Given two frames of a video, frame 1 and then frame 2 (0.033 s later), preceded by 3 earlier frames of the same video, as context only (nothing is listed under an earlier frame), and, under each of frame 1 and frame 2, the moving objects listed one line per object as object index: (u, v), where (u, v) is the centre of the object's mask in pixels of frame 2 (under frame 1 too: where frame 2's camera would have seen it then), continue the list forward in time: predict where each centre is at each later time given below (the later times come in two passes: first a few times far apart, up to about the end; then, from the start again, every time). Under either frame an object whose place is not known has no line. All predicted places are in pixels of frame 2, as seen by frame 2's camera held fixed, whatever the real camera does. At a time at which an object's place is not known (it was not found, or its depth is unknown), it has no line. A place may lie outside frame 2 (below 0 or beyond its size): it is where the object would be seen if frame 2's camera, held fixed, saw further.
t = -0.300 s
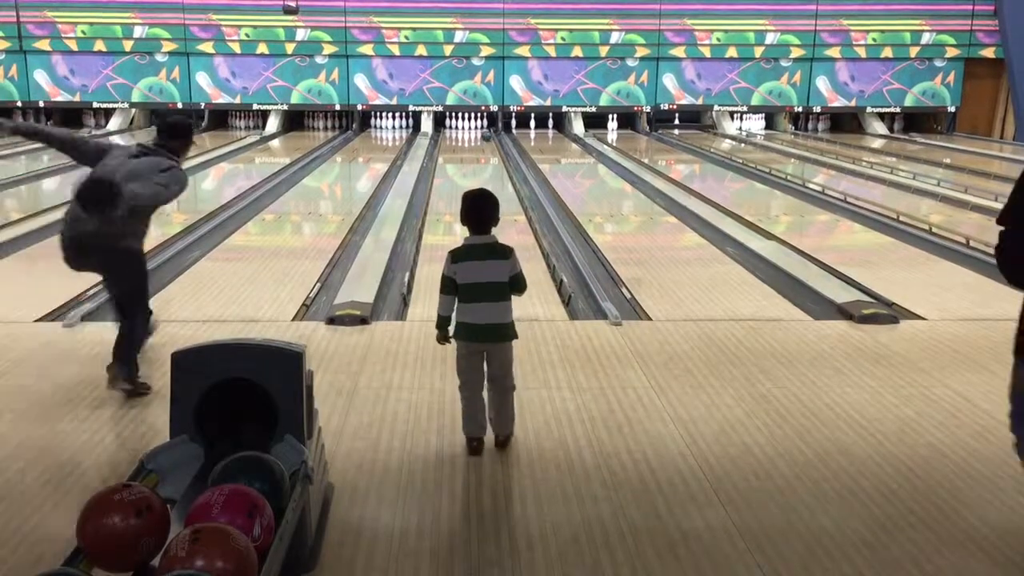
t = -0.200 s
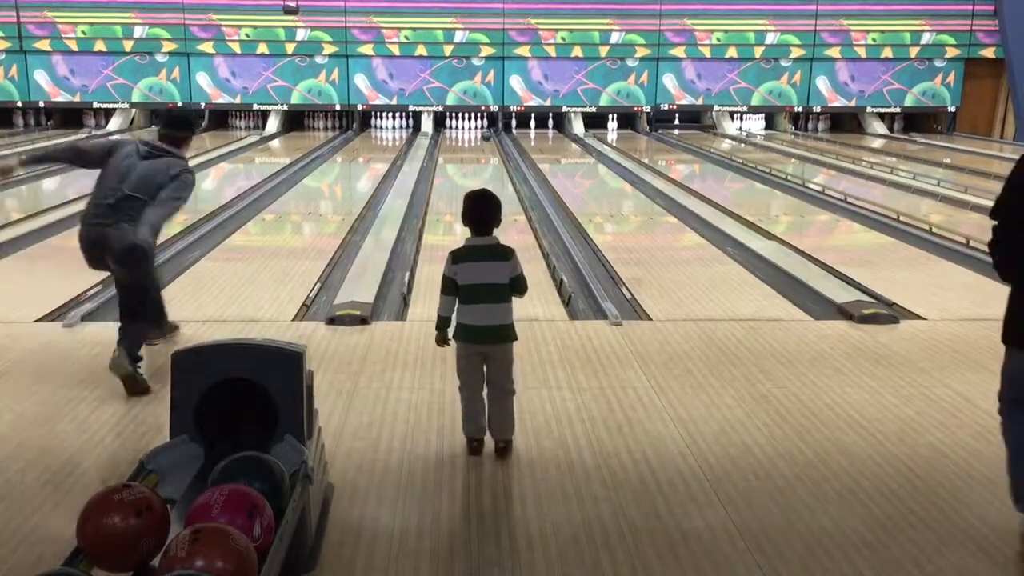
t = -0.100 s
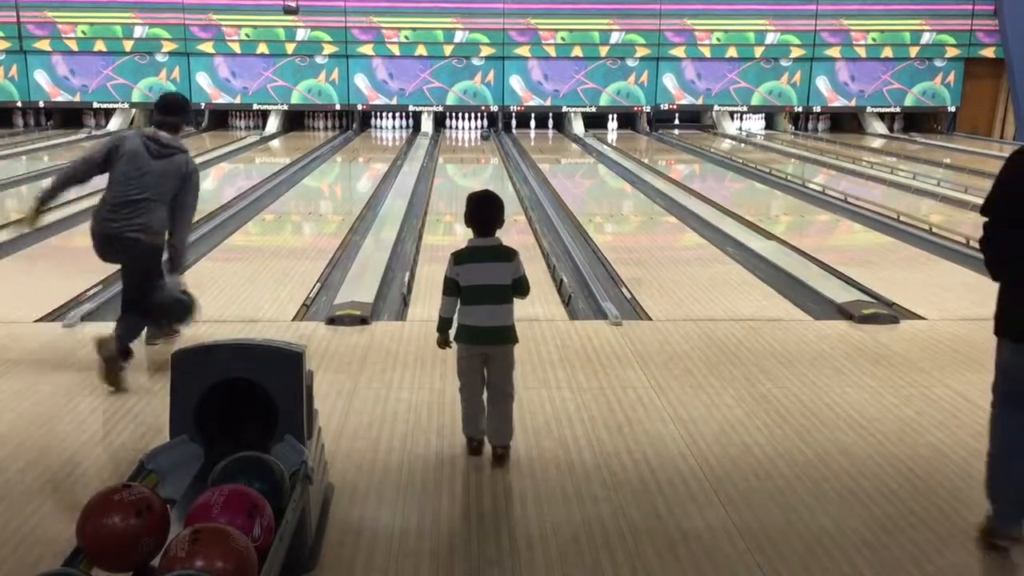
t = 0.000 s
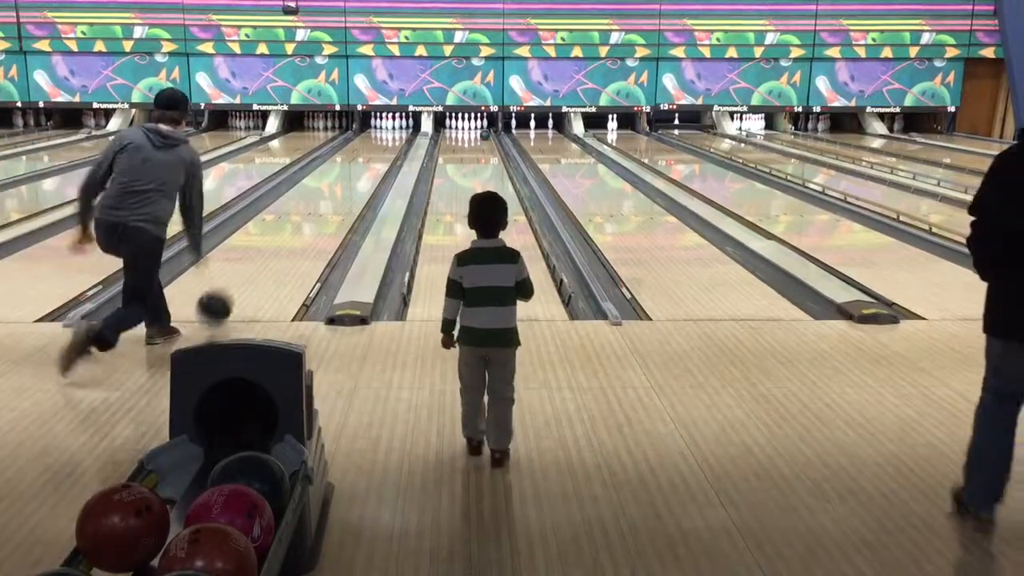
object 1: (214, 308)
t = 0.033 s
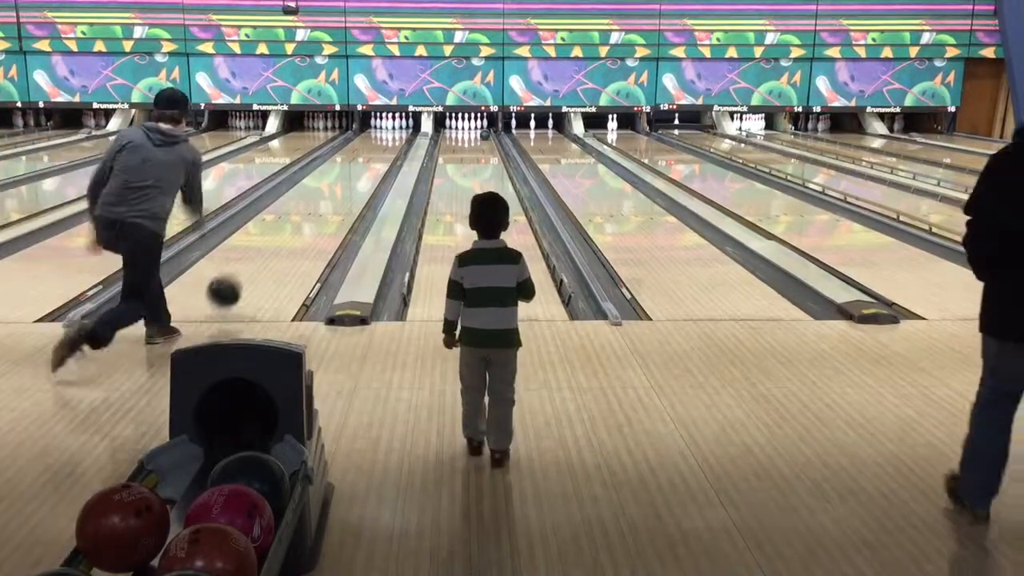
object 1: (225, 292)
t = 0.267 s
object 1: (275, 248)
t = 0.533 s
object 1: (310, 210)
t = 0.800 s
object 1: (334, 185)
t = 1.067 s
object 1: (350, 167)
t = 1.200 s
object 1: (357, 159)
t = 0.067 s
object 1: (233, 280)
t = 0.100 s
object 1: (241, 270)
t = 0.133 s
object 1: (248, 262)
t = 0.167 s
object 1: (256, 257)
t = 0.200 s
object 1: (262, 253)
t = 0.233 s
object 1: (269, 251)
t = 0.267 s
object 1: (275, 248)
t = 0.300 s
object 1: (280, 241)
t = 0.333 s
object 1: (285, 236)
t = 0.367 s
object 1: (290, 231)
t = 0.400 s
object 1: (295, 227)
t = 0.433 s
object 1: (299, 222)
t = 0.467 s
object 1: (303, 218)
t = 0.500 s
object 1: (307, 214)
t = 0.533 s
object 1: (310, 210)
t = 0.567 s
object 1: (314, 206)
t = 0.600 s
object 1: (317, 203)
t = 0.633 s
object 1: (320, 200)
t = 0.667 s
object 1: (323, 196)
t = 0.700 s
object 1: (326, 193)
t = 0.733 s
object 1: (329, 191)
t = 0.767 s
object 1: (331, 188)
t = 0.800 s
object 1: (334, 185)
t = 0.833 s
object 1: (336, 183)
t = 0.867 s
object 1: (339, 180)
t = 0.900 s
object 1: (341, 178)
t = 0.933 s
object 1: (343, 175)
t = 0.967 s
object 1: (345, 173)
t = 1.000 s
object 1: (347, 171)
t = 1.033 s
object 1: (348, 169)
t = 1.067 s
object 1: (350, 167)
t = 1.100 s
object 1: (352, 165)
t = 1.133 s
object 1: (354, 163)
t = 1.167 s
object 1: (355, 162)
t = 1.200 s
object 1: (357, 159)
